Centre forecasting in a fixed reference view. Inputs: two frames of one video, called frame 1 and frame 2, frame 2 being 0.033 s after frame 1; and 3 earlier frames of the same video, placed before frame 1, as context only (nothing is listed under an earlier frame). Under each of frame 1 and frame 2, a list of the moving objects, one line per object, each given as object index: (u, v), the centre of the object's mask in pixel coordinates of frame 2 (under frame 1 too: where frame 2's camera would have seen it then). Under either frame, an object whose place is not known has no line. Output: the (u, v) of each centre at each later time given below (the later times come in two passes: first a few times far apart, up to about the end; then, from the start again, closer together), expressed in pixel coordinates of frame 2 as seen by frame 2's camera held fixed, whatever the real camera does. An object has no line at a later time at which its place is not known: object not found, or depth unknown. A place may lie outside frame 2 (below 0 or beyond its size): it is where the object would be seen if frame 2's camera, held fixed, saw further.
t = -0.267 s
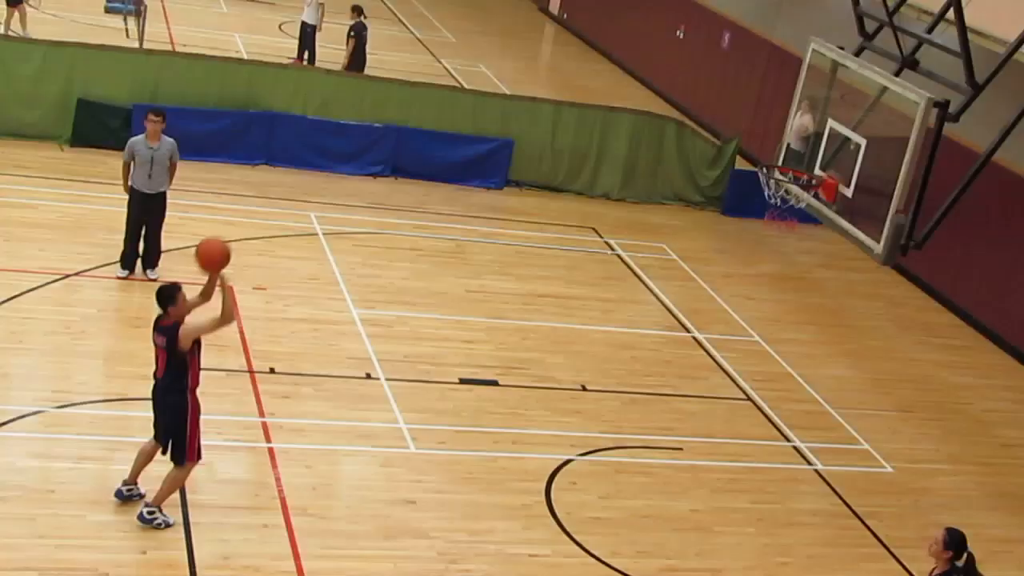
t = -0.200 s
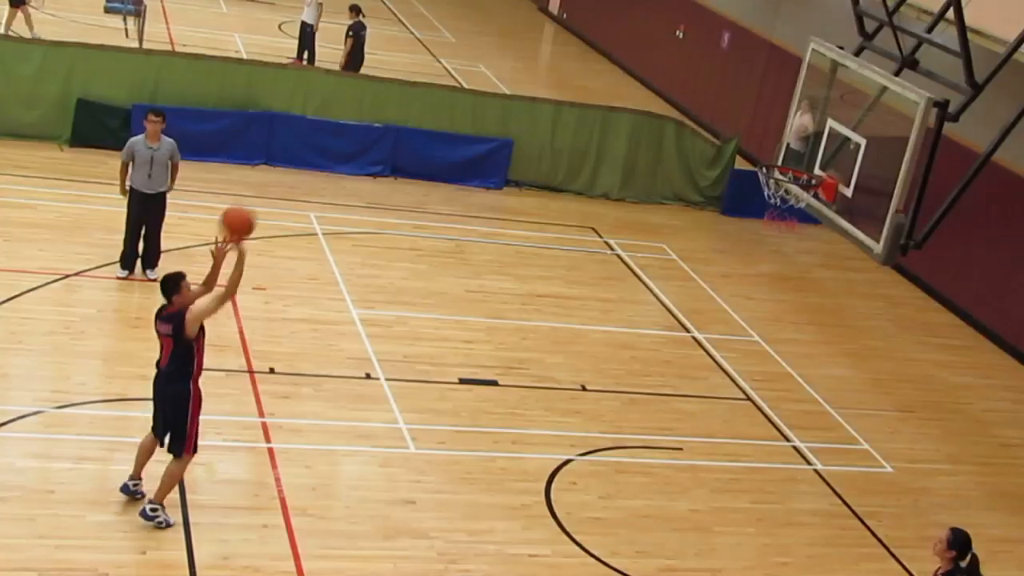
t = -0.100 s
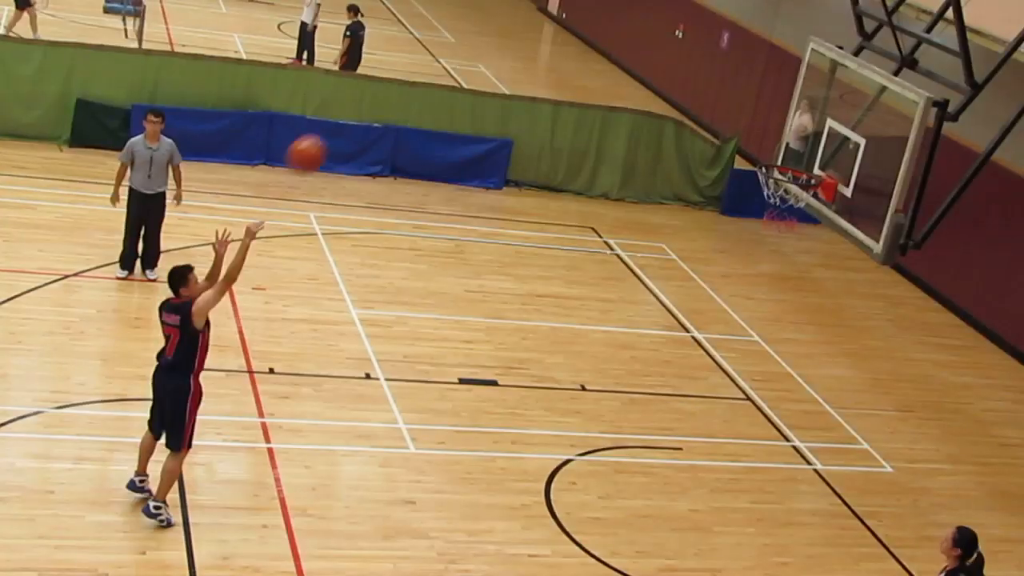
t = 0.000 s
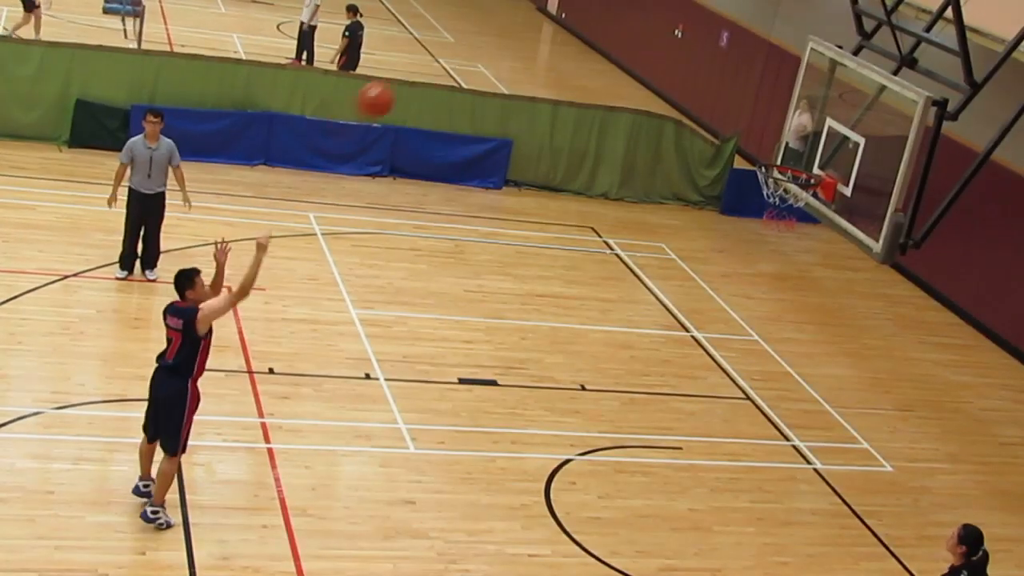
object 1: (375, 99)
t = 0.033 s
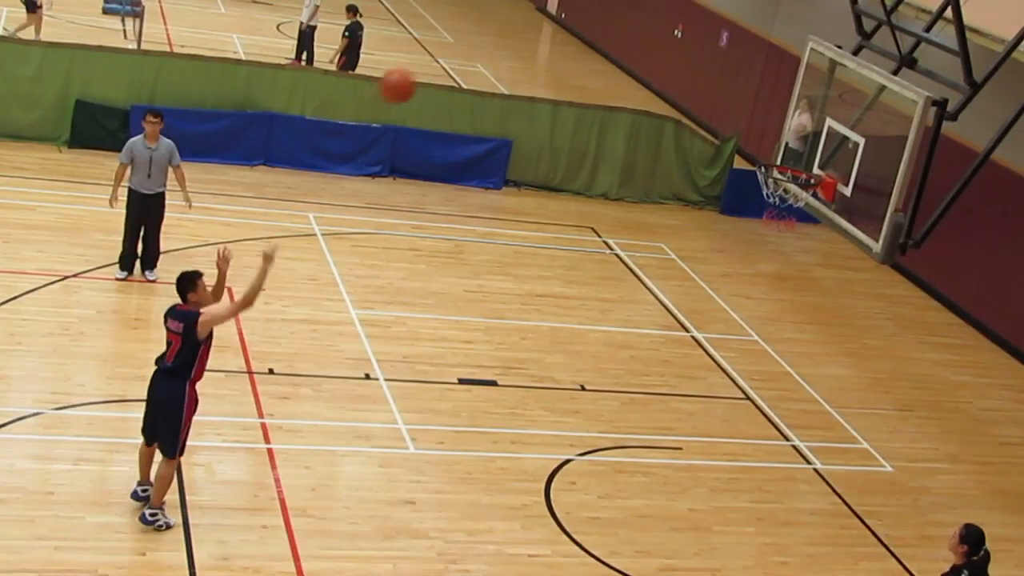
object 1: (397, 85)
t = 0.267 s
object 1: (543, 24)
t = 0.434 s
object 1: (617, 22)
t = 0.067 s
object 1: (420, 72)
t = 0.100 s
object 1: (442, 59)
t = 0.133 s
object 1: (463, 49)
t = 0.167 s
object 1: (483, 40)
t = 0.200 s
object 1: (504, 33)
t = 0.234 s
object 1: (524, 28)
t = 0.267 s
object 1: (543, 24)
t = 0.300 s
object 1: (563, 21)
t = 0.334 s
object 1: (581, 20)
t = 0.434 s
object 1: (617, 22)
